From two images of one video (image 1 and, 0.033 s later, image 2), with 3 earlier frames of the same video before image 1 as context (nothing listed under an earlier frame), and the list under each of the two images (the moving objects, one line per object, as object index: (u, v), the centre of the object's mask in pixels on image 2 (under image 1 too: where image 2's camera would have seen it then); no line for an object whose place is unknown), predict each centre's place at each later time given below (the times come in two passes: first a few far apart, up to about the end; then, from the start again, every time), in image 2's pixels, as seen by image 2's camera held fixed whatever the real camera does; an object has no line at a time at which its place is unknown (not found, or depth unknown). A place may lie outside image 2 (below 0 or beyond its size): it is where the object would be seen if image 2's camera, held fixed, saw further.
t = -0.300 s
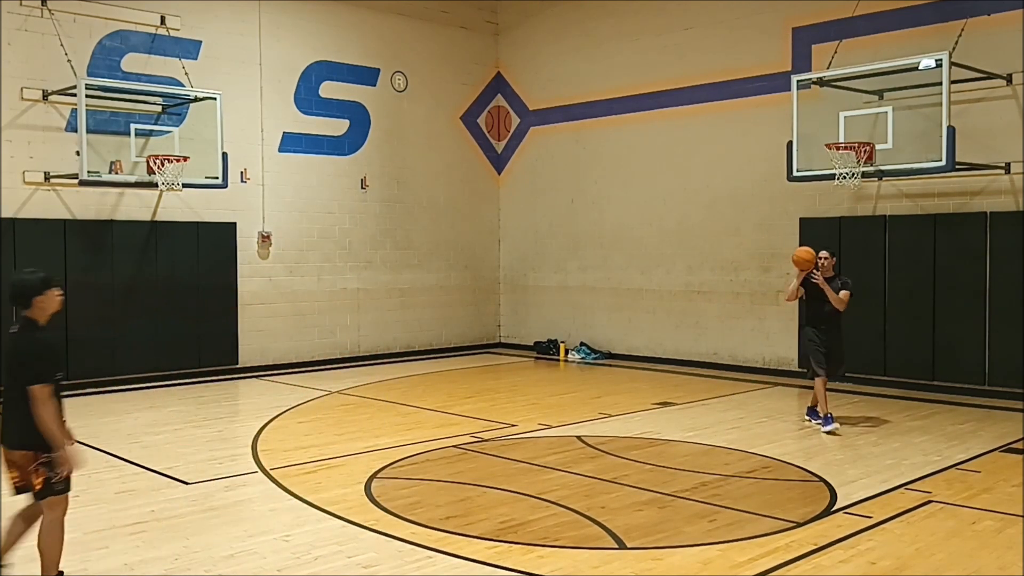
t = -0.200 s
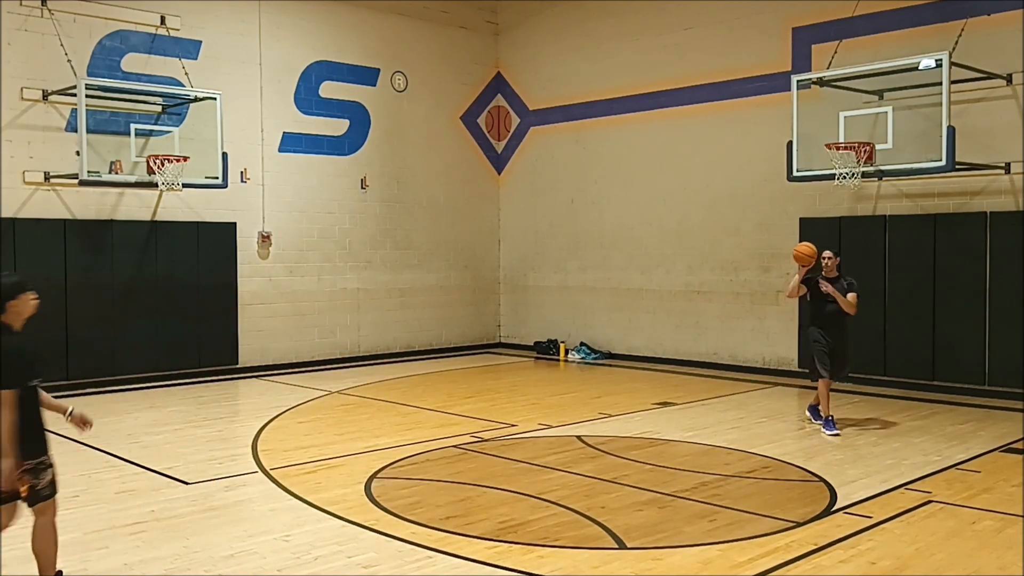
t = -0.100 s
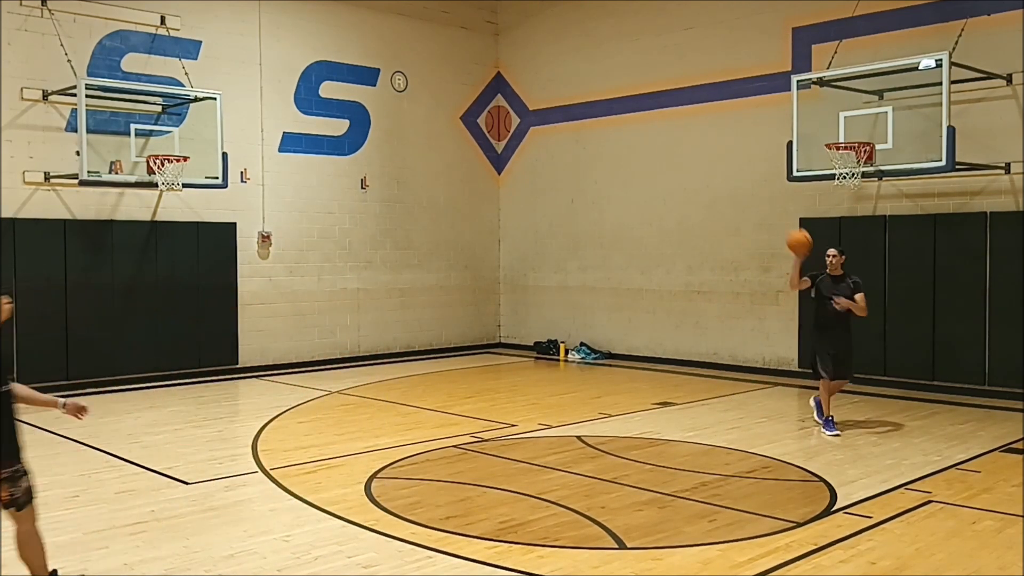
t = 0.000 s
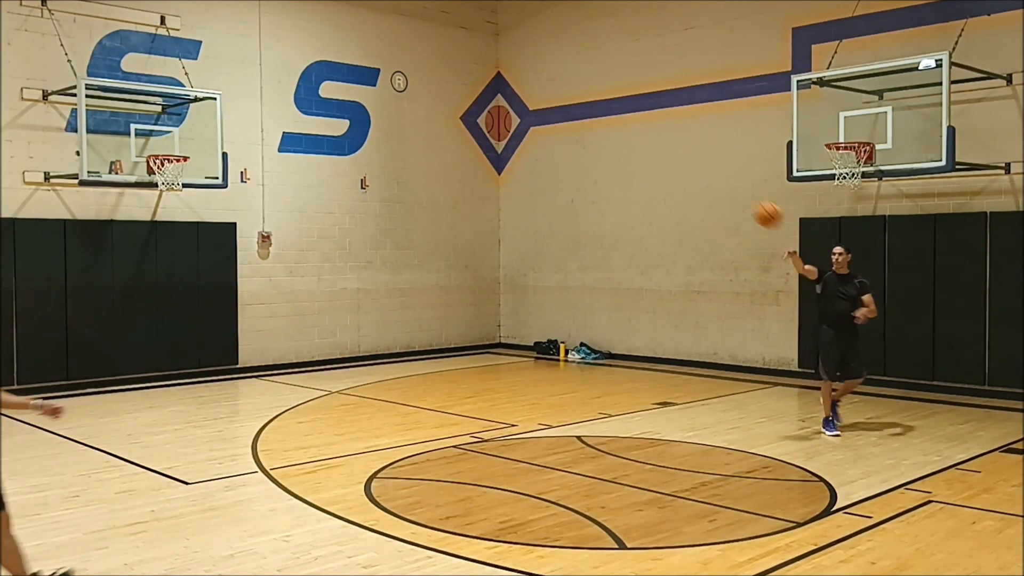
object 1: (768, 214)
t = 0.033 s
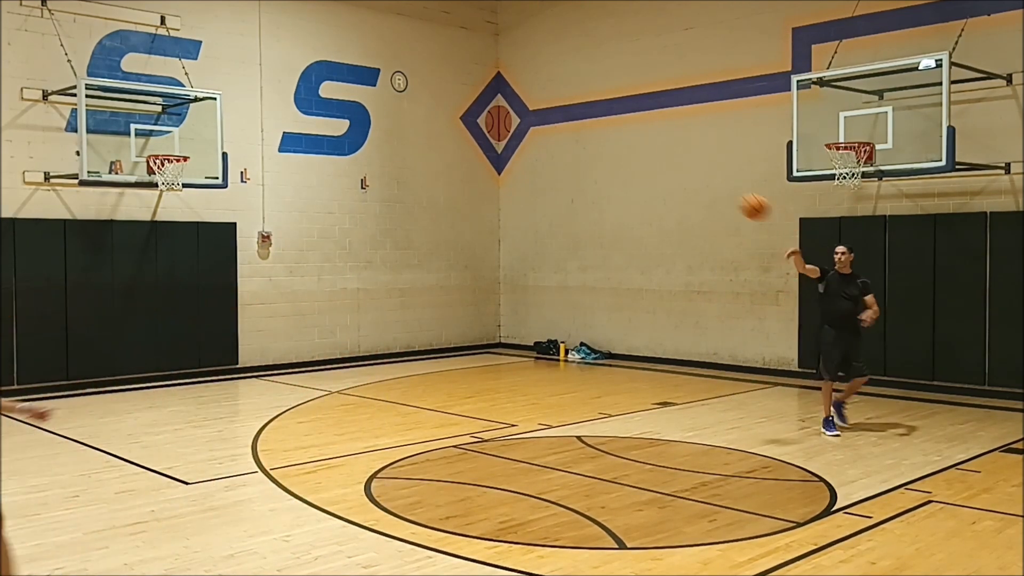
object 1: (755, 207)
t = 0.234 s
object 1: (669, 182)
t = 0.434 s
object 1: (563, 199)
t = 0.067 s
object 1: (740, 200)
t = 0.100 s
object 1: (727, 194)
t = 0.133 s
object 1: (713, 190)
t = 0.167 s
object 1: (697, 186)
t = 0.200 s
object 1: (683, 183)
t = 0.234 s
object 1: (669, 182)
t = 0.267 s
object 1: (650, 181)
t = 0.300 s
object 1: (634, 181)
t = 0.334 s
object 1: (618, 184)
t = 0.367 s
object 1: (600, 187)
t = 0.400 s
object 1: (582, 192)
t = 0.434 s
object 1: (563, 199)
